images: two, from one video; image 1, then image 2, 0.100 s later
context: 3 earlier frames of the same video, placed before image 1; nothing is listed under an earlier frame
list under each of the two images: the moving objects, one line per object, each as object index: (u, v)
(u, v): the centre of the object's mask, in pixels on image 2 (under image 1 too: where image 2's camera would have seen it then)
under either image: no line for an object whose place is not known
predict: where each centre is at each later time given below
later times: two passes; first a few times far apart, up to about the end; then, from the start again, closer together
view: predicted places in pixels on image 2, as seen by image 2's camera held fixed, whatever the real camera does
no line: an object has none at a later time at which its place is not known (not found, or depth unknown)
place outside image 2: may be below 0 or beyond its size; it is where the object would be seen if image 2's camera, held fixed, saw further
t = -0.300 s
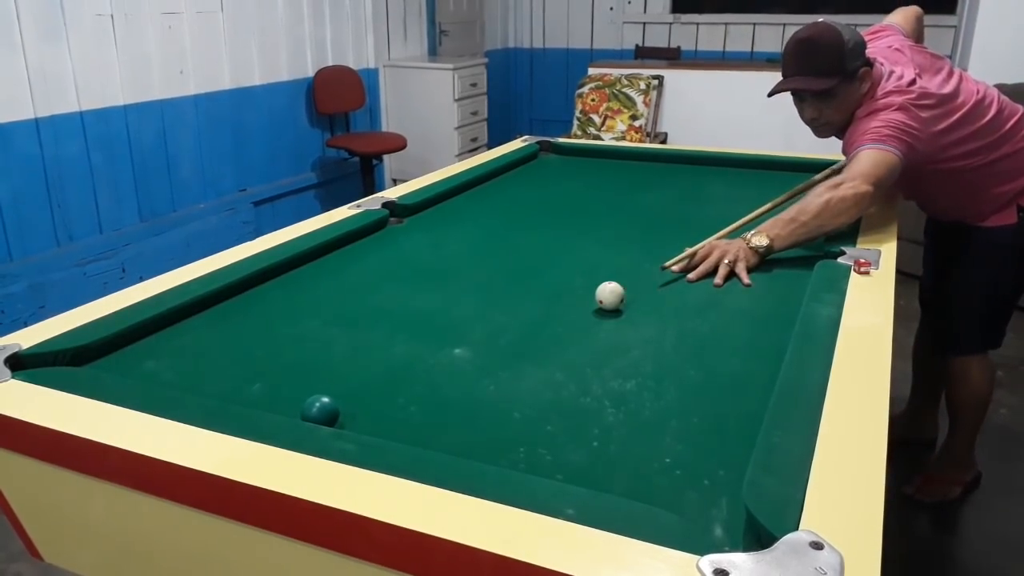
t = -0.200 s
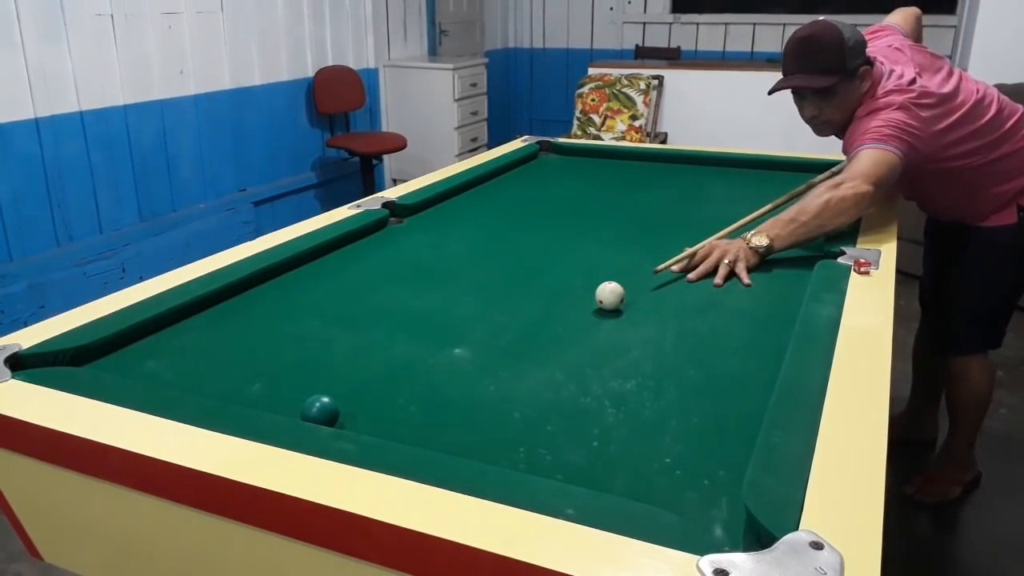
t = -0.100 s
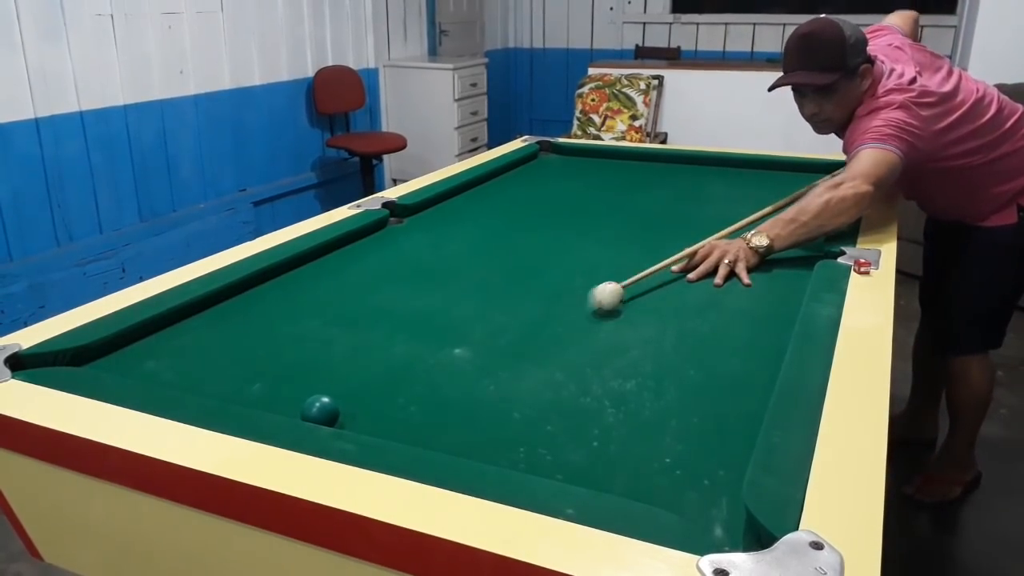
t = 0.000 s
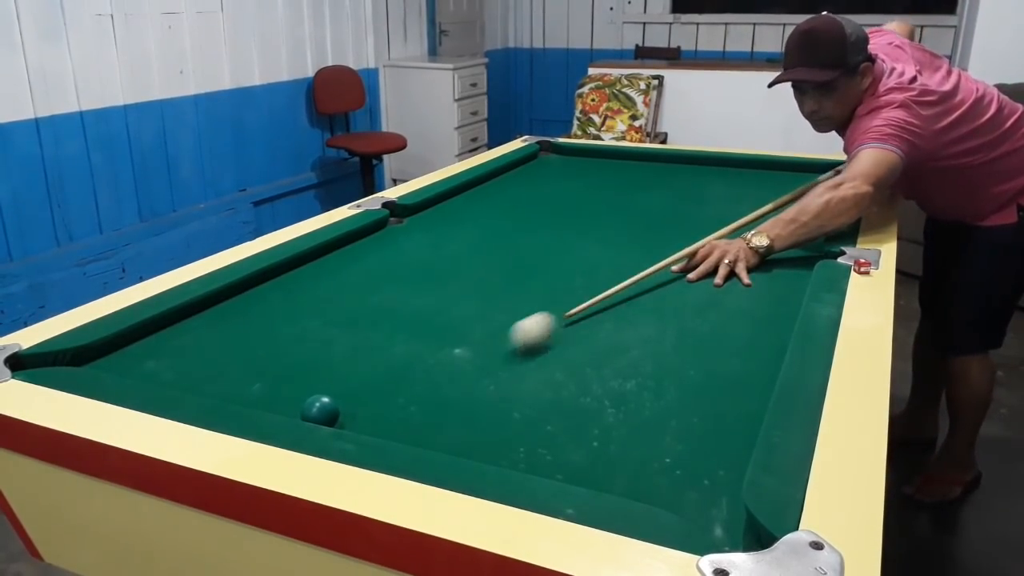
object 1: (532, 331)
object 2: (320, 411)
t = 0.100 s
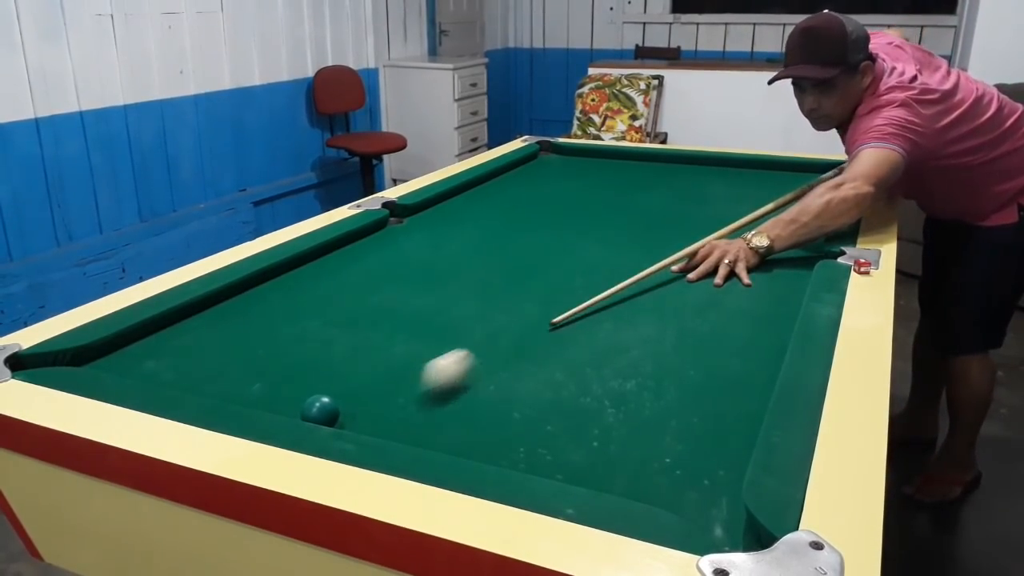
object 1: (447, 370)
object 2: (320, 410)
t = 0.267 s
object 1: (358, 410)
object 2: (278, 405)
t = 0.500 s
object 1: (396, 355)
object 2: (208, 385)
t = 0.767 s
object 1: (416, 314)
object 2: (148, 365)
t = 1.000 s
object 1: (430, 287)
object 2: (111, 350)
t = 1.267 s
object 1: (443, 264)
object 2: (154, 356)
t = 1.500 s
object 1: (451, 247)
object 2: (189, 362)
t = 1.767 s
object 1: (460, 231)
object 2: (225, 367)
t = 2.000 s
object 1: (466, 219)
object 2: (252, 372)
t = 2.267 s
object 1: (471, 208)
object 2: (279, 378)
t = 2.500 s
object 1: (474, 200)
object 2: (298, 381)
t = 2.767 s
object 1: (478, 193)
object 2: (316, 384)
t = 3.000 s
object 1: (481, 187)
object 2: (326, 386)
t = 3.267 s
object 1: (484, 181)
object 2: (332, 387)
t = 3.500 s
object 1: (489, 177)
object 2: (333, 387)
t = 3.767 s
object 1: (498, 175)
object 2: (333, 387)
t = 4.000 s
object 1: (504, 173)
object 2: (333, 387)
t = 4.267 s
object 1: (510, 172)
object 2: (333, 387)
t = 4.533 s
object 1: (513, 171)
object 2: (333, 387)
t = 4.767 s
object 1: (514, 171)
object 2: (333, 387)
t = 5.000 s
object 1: (515, 171)
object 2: (333, 387)
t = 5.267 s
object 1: (515, 171)
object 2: (333, 387)
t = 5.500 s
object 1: (515, 171)
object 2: (333, 387)
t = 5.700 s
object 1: (515, 171)
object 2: (333, 387)
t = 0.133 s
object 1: (417, 385)
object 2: (320, 410)
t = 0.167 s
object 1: (385, 400)
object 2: (320, 411)
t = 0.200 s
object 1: (357, 412)
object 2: (316, 409)
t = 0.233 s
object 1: (348, 417)
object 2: (299, 408)
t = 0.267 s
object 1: (358, 410)
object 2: (278, 405)
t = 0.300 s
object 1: (367, 399)
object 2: (263, 402)
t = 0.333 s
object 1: (375, 390)
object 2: (253, 398)
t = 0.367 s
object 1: (382, 381)
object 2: (242, 396)
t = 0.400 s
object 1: (386, 373)
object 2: (234, 393)
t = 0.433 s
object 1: (390, 367)
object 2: (225, 390)
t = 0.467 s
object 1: (393, 361)
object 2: (215, 388)
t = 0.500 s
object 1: (396, 355)
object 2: (208, 385)
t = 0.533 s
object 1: (399, 349)
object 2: (200, 382)
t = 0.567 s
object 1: (402, 343)
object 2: (192, 380)
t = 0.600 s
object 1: (404, 338)
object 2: (184, 377)
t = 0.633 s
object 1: (407, 333)
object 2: (176, 375)
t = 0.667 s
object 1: (410, 328)
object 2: (169, 372)
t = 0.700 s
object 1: (412, 323)
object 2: (162, 370)
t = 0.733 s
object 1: (414, 319)
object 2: (155, 367)
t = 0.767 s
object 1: (416, 314)
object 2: (148, 365)
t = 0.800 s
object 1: (419, 310)
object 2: (142, 363)
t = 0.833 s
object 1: (421, 306)
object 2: (135, 360)
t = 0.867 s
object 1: (423, 302)
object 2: (129, 358)
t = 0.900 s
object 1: (425, 298)
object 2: (123, 356)
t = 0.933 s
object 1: (427, 295)
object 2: (117, 353)
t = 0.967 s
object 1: (428, 291)
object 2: (112, 350)
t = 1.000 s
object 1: (430, 287)
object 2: (111, 350)
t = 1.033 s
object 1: (432, 284)
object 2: (117, 350)
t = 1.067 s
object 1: (434, 281)
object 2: (122, 351)
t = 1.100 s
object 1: (435, 278)
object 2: (128, 352)
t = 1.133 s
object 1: (437, 274)
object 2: (133, 353)
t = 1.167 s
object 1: (438, 272)
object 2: (138, 354)
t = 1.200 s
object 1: (440, 269)
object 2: (143, 354)
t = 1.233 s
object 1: (441, 266)
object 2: (149, 355)
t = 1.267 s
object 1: (443, 264)
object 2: (154, 356)
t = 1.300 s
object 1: (444, 261)
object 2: (159, 356)
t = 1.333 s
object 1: (445, 258)
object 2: (165, 358)
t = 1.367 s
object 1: (447, 256)
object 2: (170, 359)
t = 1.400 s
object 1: (448, 254)
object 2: (174, 359)
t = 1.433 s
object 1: (449, 251)
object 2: (180, 360)
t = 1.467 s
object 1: (450, 249)
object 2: (184, 361)
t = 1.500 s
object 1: (451, 247)
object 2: (189, 362)
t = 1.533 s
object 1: (453, 245)
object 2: (194, 363)
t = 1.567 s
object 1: (454, 242)
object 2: (198, 363)
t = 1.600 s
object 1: (455, 240)
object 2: (203, 364)
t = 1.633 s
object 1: (456, 238)
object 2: (208, 365)
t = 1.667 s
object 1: (457, 236)
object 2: (212, 366)
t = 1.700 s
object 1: (458, 234)
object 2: (217, 366)
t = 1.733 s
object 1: (459, 233)
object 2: (221, 367)
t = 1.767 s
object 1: (460, 231)
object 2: (225, 367)
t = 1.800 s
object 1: (461, 229)
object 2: (229, 368)
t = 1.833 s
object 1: (462, 227)
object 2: (233, 369)
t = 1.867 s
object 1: (462, 226)
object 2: (237, 370)
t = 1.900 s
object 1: (463, 224)
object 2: (241, 371)
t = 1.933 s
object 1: (464, 222)
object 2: (245, 372)
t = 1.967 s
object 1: (465, 221)
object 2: (248, 371)
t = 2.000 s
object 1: (466, 219)
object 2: (252, 372)
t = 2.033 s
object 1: (466, 218)
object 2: (256, 373)
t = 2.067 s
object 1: (467, 216)
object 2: (259, 374)
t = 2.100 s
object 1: (468, 215)
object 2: (263, 374)
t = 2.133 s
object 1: (468, 214)
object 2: (266, 375)
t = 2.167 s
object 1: (469, 212)
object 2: (270, 376)
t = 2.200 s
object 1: (469, 211)
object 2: (272, 376)
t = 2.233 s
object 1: (470, 210)
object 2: (276, 377)
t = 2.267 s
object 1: (471, 208)
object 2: (279, 378)
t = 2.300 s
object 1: (471, 207)
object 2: (282, 378)
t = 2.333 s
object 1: (472, 206)
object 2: (285, 379)
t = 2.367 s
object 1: (472, 205)
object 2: (288, 379)
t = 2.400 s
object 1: (473, 203)
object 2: (290, 379)
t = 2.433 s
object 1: (473, 202)
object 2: (293, 380)
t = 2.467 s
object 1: (474, 201)
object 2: (296, 380)
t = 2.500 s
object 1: (474, 200)
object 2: (298, 381)
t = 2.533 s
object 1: (475, 199)
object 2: (301, 381)
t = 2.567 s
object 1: (475, 198)
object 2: (303, 382)
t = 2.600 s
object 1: (476, 197)
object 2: (305, 382)
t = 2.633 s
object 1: (476, 196)
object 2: (307, 383)
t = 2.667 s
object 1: (477, 195)
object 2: (309, 383)
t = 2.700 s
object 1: (477, 194)
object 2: (312, 384)
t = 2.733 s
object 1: (478, 193)
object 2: (314, 384)
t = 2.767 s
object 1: (478, 193)
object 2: (316, 384)
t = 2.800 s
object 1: (479, 191)
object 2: (317, 384)
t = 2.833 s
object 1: (479, 191)
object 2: (319, 384)
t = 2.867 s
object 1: (479, 190)
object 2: (321, 385)
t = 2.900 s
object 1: (480, 189)
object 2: (322, 386)
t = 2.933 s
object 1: (480, 188)
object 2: (324, 386)
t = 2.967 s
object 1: (481, 188)
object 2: (325, 386)
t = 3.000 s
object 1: (481, 187)
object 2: (326, 386)
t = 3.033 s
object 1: (482, 186)
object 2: (327, 386)
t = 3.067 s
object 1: (482, 185)
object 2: (328, 386)
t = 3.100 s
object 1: (482, 184)
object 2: (329, 387)
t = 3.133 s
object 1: (483, 184)
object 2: (330, 387)
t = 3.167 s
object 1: (483, 183)
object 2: (331, 387)
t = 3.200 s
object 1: (483, 182)
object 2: (331, 387)
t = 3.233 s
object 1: (484, 182)
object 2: (332, 387)
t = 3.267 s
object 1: (484, 181)
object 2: (332, 387)
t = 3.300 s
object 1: (484, 181)
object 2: (333, 387)
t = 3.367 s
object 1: (485, 179)
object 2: (333, 387)
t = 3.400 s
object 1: (485, 179)
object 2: (333, 387)
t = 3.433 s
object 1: (487, 178)
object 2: (333, 387)
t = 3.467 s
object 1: (488, 178)
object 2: (333, 387)
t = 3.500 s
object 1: (489, 177)
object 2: (333, 387)
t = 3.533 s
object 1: (491, 177)
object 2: (333, 387)
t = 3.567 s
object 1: (492, 177)
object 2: (333, 387)
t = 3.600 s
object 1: (493, 177)
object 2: (333, 387)
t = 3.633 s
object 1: (494, 176)
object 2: (333, 387)
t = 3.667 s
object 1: (495, 176)
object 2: (333, 387)
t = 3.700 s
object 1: (496, 176)
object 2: (333, 387)
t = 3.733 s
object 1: (497, 175)
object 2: (333, 387)
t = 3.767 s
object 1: (498, 175)
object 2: (333, 387)
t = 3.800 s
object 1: (499, 175)
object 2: (333, 387)
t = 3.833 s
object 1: (500, 175)
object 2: (333, 387)
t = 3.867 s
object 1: (501, 174)
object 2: (333, 387)
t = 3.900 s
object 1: (502, 174)
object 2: (333, 387)
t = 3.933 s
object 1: (503, 174)
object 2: (333, 387)
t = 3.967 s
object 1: (503, 174)
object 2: (333, 387)
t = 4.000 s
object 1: (504, 173)
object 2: (333, 387)
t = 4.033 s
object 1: (505, 173)
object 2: (333, 387)
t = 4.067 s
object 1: (506, 173)
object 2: (333, 387)
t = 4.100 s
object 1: (506, 173)
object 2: (333, 387)
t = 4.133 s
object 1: (507, 173)
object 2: (333, 387)
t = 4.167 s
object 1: (508, 172)
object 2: (333, 387)
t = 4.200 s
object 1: (508, 172)
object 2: (333, 387)
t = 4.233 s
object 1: (509, 172)
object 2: (333, 387)
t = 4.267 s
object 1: (510, 172)
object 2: (333, 387)
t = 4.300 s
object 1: (510, 172)
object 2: (333, 387)
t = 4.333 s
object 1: (511, 172)
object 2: (333, 387)
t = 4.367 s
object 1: (511, 171)
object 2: (333, 387)
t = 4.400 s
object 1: (511, 171)
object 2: (333, 387)
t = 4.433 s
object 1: (512, 171)
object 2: (333, 387)
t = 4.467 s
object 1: (512, 171)
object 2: (333, 387)
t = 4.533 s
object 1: (513, 171)
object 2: (333, 387)
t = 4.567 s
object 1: (513, 171)
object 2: (333, 387)
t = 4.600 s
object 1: (513, 171)
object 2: (333, 387)
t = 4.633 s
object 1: (514, 171)
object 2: (333, 387)
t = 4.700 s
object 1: (514, 171)
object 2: (333, 387)
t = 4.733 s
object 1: (514, 171)
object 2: (333, 387)
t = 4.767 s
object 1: (514, 171)
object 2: (333, 387)
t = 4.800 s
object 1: (514, 171)
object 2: (333, 387)
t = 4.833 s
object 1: (515, 171)
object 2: (333, 387)
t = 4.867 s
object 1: (515, 171)
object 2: (333, 387)
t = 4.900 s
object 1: (515, 171)
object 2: (333, 387)
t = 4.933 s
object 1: (515, 171)
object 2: (333, 387)
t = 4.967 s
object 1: (515, 171)
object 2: (333, 387)
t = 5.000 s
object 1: (515, 171)
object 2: (333, 387)
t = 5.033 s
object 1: (515, 171)
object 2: (333, 387)
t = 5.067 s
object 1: (515, 171)
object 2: (333, 387)
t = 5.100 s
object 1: (515, 171)
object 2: (333, 387)
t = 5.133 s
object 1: (515, 171)
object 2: (333, 387)
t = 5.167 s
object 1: (515, 171)
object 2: (333, 387)
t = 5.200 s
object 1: (515, 171)
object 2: (333, 387)
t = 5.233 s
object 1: (515, 171)
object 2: (333, 387)
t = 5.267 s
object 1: (515, 171)
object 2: (333, 387)
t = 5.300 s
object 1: (515, 171)
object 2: (333, 387)
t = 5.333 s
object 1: (515, 171)
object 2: (333, 387)
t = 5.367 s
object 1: (515, 171)
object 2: (333, 387)
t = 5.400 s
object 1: (515, 171)
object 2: (333, 387)
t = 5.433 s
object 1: (515, 171)
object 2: (333, 387)
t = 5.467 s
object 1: (515, 171)
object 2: (333, 387)
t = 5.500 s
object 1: (515, 171)
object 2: (333, 387)
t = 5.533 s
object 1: (515, 171)
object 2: (333, 387)
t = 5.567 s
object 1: (515, 171)
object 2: (333, 387)
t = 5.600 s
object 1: (515, 171)
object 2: (333, 387)
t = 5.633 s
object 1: (515, 171)
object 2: (333, 387)
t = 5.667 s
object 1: (515, 171)
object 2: (333, 387)
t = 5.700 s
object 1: (515, 171)
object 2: (333, 387)
